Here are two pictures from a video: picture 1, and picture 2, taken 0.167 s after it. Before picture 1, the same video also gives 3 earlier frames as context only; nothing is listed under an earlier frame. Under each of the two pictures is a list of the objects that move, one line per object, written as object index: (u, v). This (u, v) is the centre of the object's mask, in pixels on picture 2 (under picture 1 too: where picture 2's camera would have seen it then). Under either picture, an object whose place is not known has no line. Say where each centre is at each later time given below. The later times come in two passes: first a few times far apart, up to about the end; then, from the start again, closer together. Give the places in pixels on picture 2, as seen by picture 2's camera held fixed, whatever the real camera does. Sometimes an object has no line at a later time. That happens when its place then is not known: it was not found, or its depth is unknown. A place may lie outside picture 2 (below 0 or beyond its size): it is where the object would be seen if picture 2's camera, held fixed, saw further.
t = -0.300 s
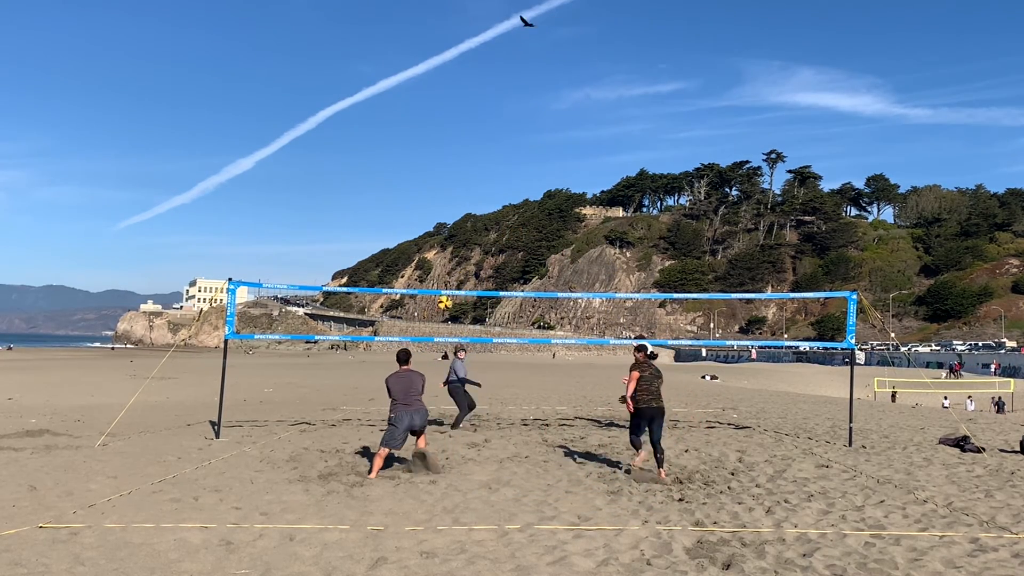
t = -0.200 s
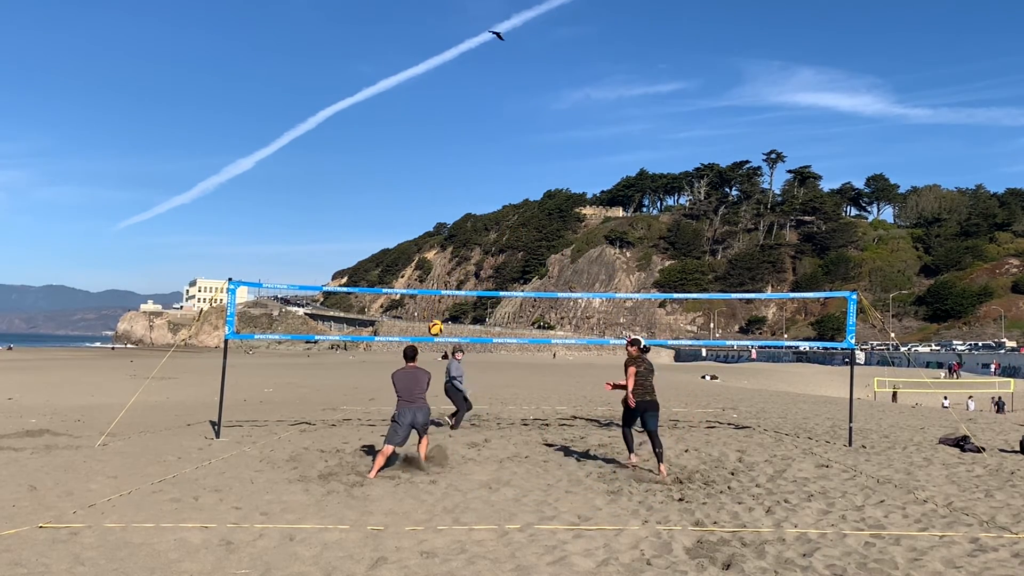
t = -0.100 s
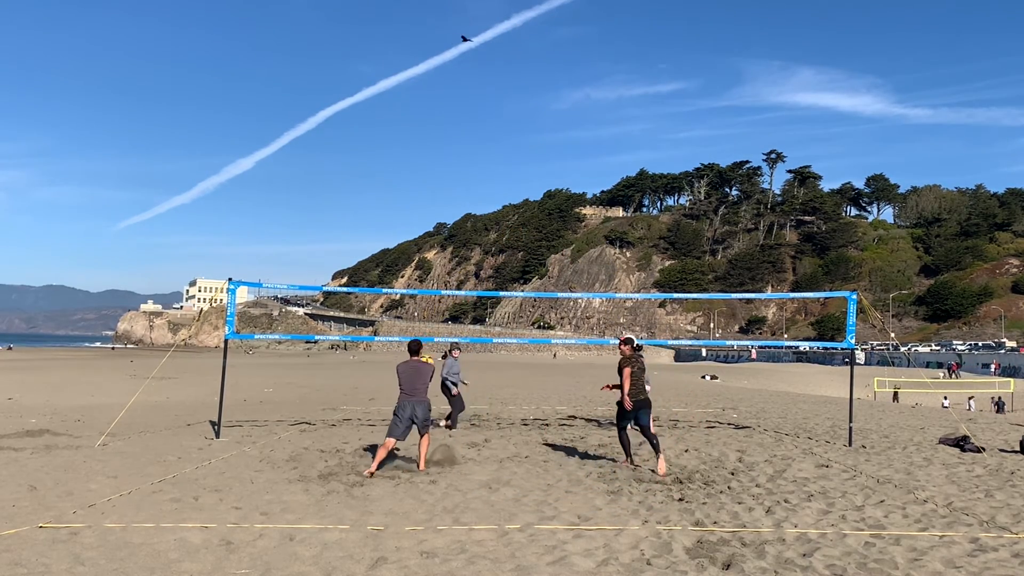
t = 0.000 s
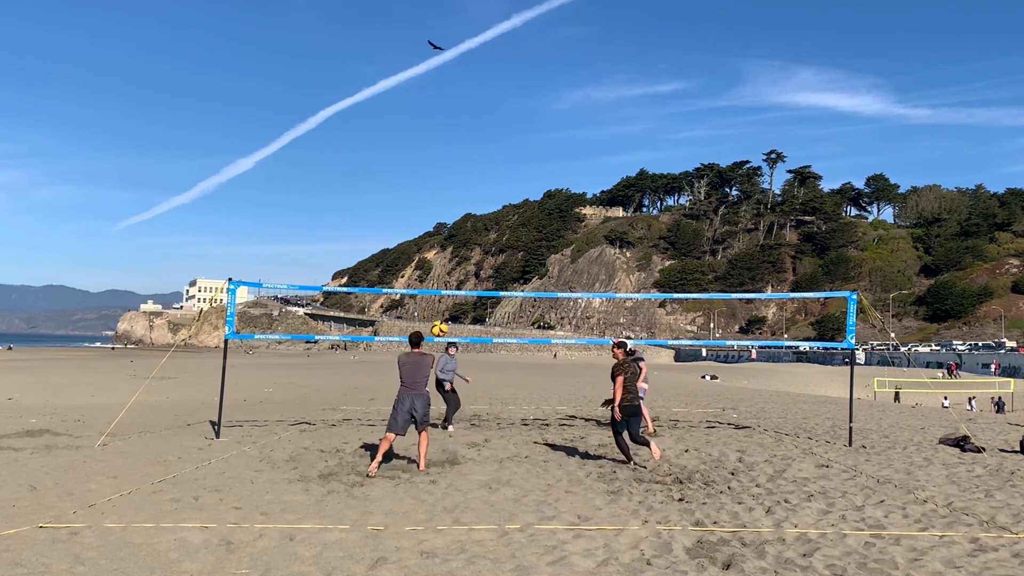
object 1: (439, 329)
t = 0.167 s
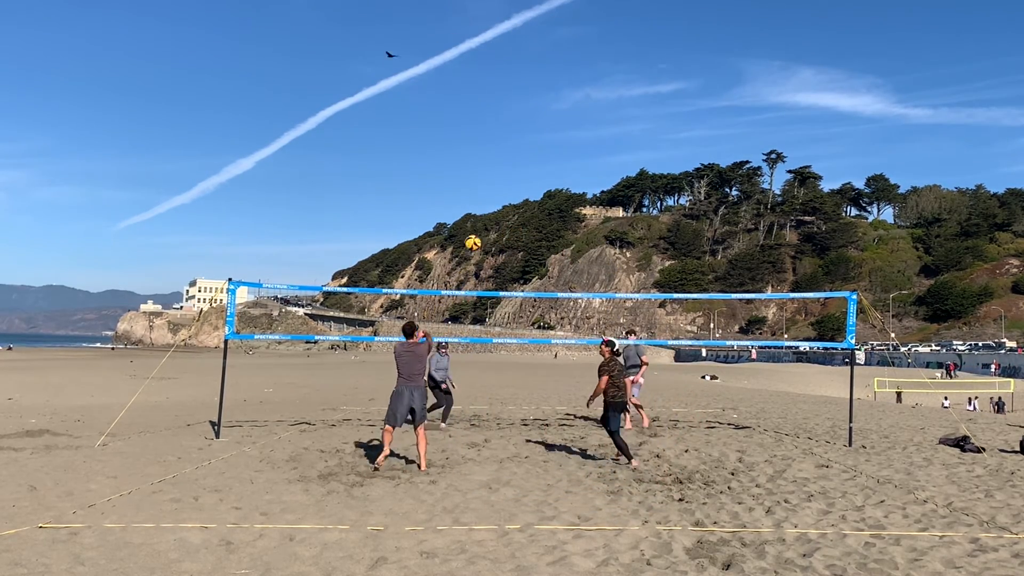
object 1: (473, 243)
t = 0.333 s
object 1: (501, 181)
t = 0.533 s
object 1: (532, 135)
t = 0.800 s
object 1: (566, 118)
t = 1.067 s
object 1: (594, 147)
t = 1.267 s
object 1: (611, 200)
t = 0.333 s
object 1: (501, 181)
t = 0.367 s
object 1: (507, 171)
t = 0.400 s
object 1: (512, 163)
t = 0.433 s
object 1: (517, 155)
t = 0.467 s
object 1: (522, 147)
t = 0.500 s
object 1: (527, 141)
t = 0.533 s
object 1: (532, 135)
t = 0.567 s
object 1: (536, 130)
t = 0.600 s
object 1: (541, 126)
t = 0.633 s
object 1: (545, 123)
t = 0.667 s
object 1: (550, 120)
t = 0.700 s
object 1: (554, 119)
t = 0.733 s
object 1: (558, 118)
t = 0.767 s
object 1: (563, 117)
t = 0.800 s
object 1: (566, 118)
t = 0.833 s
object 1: (570, 119)
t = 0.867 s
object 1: (574, 121)
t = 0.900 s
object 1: (578, 123)
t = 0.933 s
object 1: (581, 127)
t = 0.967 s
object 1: (585, 131)
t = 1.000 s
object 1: (588, 136)
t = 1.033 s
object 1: (591, 141)
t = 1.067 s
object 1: (594, 147)
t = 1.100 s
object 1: (598, 154)
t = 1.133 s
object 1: (600, 162)
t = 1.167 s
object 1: (603, 170)
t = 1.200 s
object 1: (606, 180)
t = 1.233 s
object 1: (609, 189)
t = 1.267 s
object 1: (611, 200)
